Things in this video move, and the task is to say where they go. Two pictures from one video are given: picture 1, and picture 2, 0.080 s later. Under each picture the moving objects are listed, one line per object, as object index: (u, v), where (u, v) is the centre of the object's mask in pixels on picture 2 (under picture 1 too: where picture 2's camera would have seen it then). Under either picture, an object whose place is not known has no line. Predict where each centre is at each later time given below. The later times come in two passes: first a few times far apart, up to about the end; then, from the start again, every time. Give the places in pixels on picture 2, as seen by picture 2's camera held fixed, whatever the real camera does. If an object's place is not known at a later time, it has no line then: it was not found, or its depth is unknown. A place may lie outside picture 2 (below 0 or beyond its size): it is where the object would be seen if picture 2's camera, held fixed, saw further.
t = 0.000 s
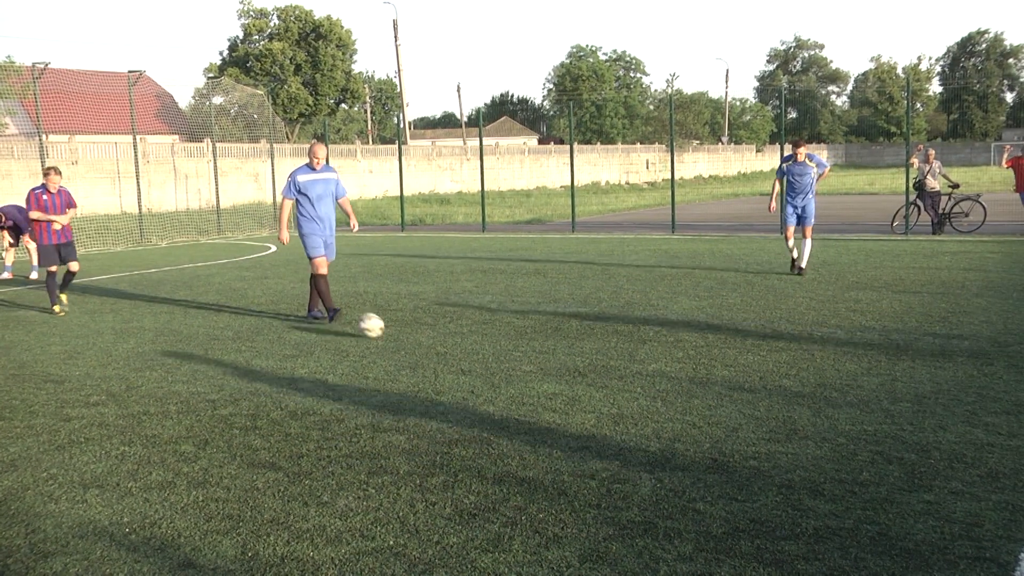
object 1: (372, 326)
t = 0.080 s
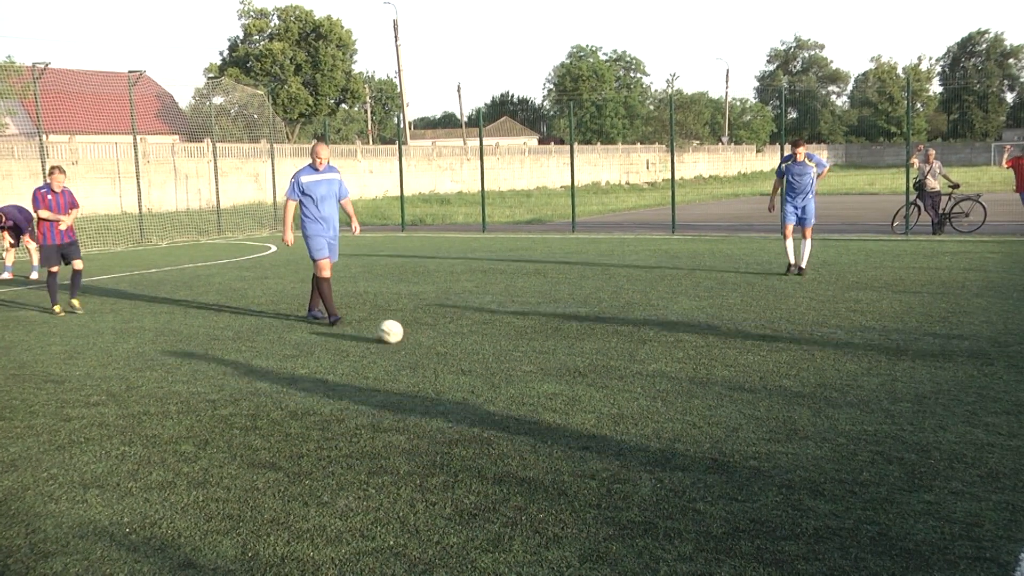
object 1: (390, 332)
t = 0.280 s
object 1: (432, 344)
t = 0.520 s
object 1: (475, 356)
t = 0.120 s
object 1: (399, 334)
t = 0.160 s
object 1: (408, 337)
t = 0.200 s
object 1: (416, 339)
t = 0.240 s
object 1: (423, 340)
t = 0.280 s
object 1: (432, 344)
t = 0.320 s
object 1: (439, 346)
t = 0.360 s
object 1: (446, 347)
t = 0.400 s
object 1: (454, 350)
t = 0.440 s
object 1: (461, 353)
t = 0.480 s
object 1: (468, 354)
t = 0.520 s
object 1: (475, 356)
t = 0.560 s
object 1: (483, 358)
